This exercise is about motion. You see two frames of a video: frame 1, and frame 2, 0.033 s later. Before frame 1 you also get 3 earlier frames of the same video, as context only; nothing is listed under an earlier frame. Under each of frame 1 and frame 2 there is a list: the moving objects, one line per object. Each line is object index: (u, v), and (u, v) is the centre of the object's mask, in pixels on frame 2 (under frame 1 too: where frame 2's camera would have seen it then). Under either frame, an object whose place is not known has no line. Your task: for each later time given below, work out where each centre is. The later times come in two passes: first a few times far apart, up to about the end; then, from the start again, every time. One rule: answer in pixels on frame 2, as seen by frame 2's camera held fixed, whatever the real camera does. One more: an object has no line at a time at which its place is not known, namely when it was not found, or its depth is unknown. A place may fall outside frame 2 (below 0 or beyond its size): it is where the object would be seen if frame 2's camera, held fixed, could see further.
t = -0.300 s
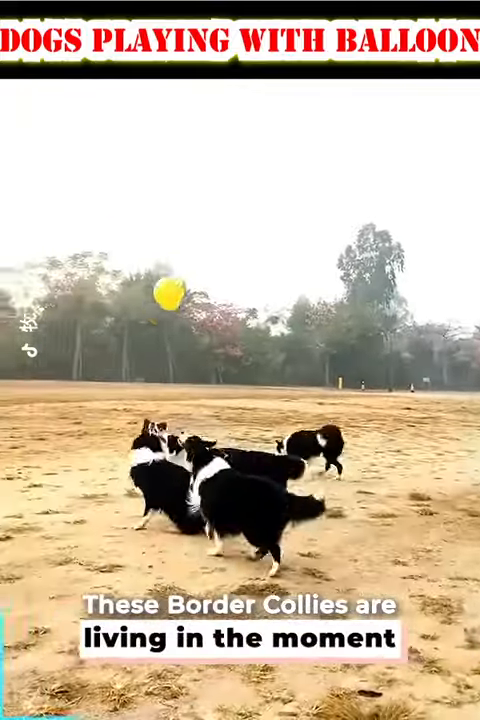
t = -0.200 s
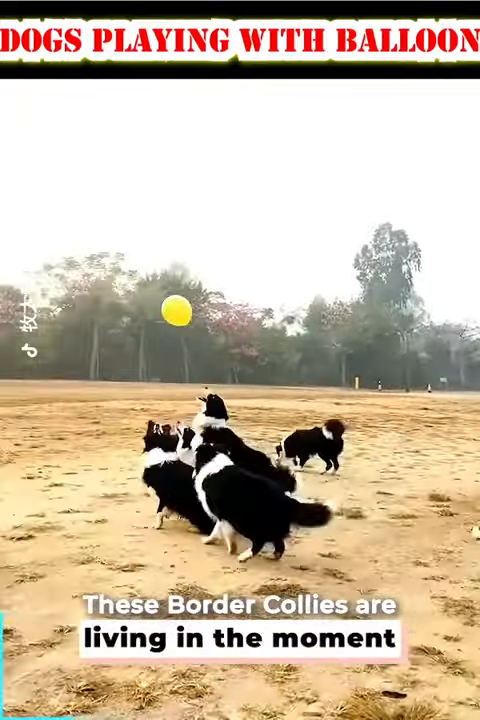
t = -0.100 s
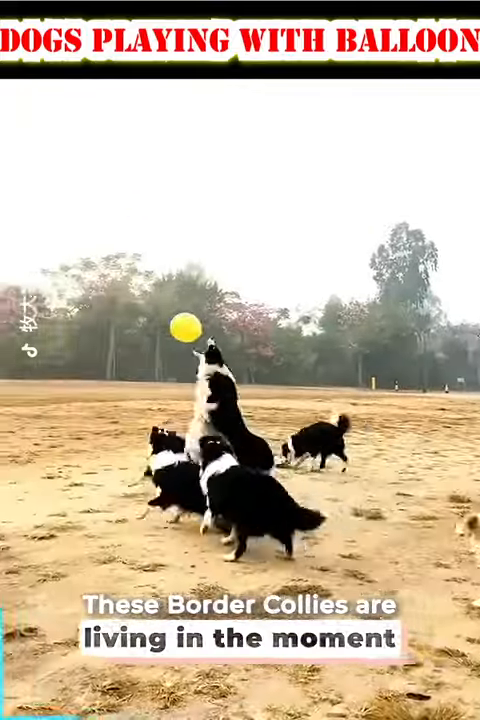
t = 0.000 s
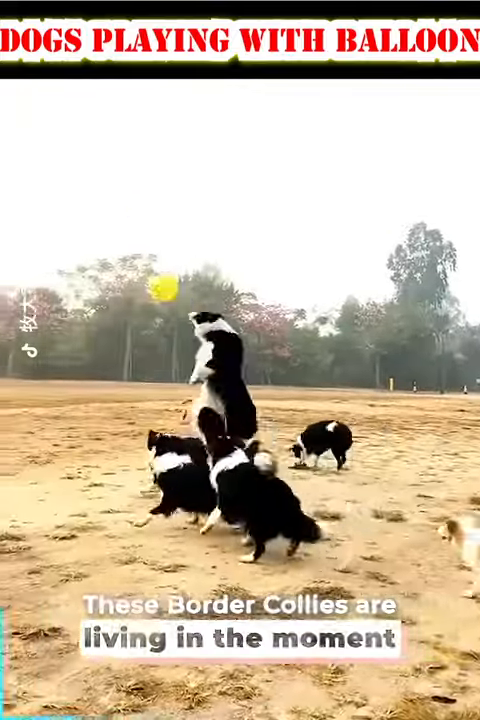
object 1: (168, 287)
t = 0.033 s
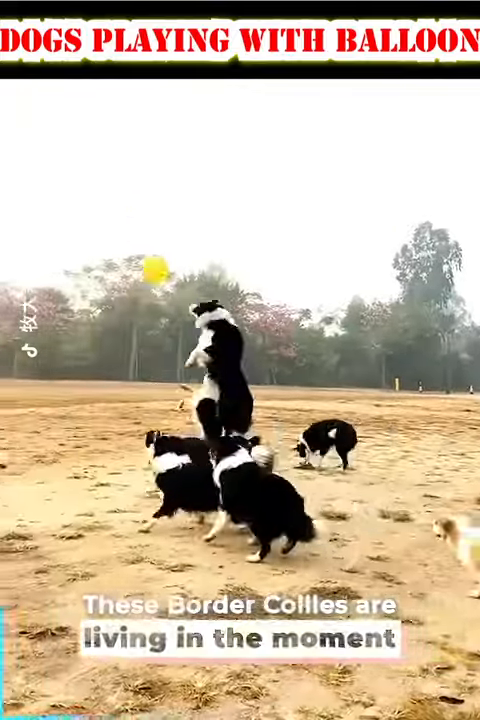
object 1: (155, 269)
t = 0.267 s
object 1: (110, 205)
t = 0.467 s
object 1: (90, 197)
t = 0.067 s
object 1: (145, 256)
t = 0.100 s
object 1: (135, 241)
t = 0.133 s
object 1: (128, 230)
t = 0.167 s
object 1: (122, 221)
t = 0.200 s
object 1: (118, 214)
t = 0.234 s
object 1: (114, 209)
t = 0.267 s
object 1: (110, 205)
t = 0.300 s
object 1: (107, 203)
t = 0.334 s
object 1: (104, 201)
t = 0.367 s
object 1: (101, 199)
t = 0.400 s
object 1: (98, 198)
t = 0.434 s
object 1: (94, 197)
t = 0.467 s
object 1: (90, 197)
